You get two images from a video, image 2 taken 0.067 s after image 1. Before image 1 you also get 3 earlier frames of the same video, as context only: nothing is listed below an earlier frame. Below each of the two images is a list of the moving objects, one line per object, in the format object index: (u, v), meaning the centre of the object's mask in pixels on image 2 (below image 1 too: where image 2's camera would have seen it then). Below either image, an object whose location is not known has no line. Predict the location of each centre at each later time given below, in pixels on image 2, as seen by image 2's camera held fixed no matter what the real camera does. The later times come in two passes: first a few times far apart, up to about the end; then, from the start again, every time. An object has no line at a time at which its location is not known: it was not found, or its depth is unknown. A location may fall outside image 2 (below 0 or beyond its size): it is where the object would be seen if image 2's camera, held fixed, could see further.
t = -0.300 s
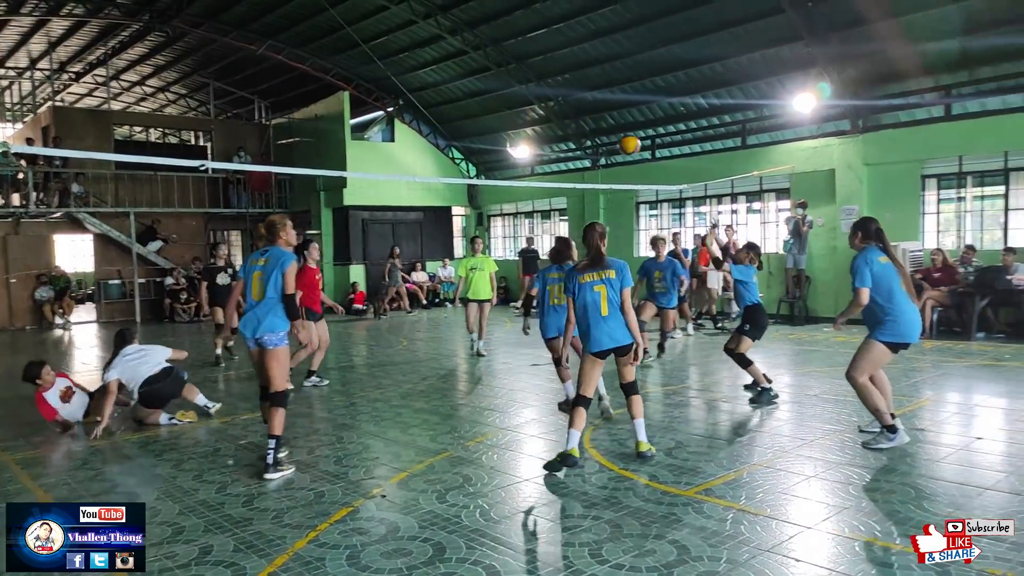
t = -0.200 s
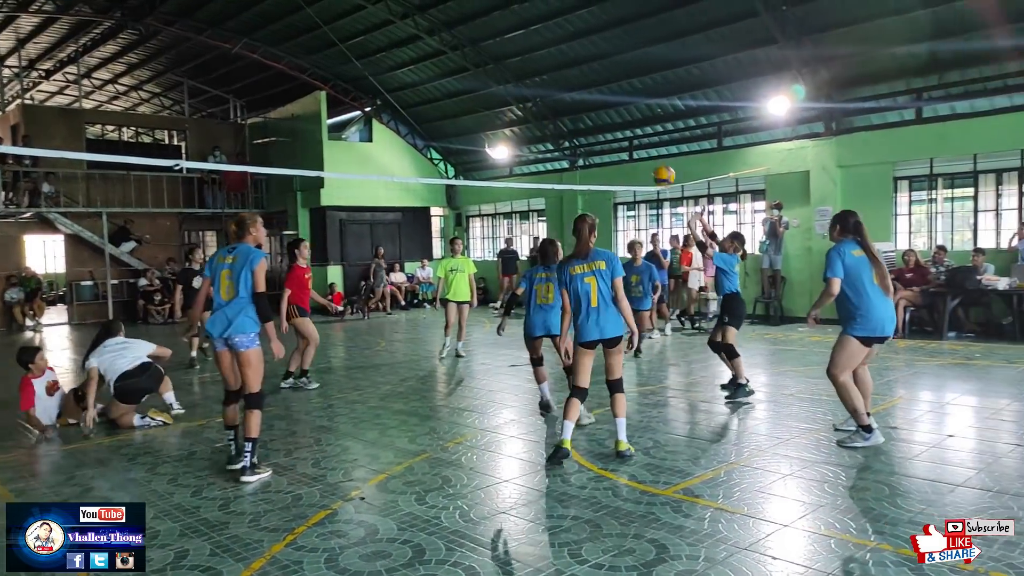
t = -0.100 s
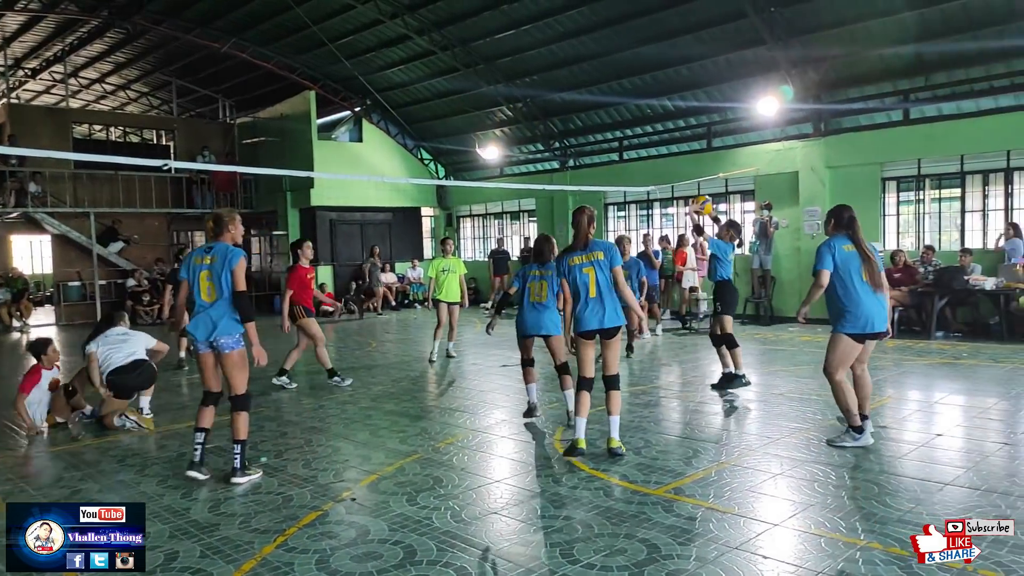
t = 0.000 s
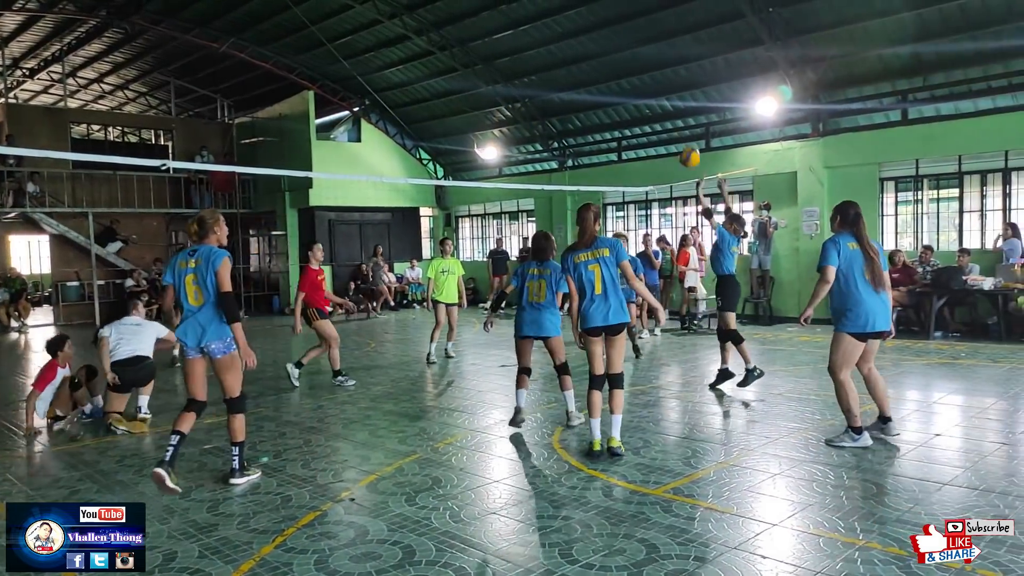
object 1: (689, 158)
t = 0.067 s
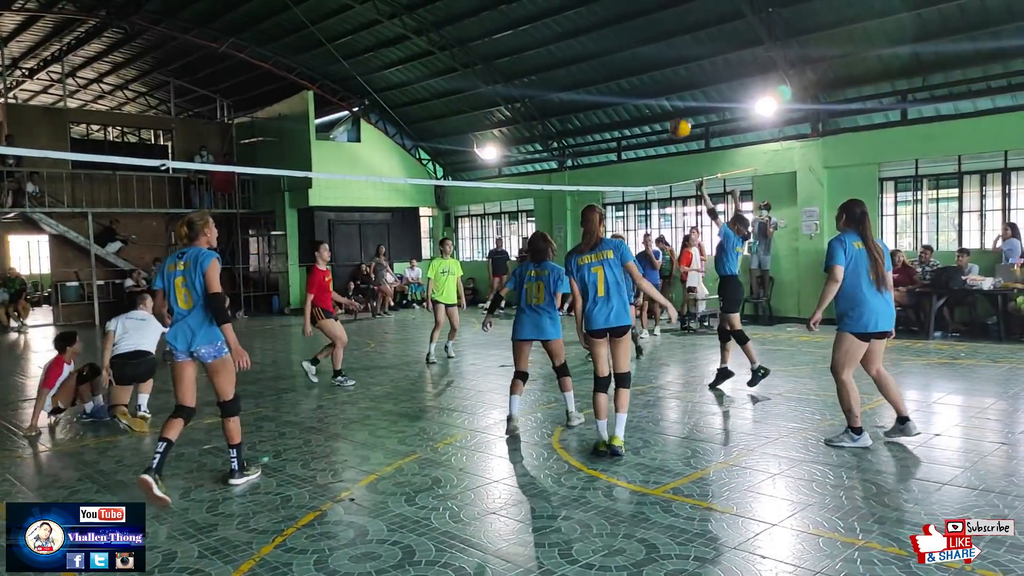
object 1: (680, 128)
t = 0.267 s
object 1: (656, 69)
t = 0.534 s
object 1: (628, 50)
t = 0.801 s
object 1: (605, 94)
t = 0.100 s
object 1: (678, 121)
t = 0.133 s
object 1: (672, 104)
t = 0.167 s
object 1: (668, 93)
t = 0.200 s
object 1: (663, 84)
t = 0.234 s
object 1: (660, 76)
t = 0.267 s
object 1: (656, 69)
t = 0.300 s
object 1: (652, 63)
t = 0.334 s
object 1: (648, 59)
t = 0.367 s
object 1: (645, 55)
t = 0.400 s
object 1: (641, 52)
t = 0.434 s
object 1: (638, 50)
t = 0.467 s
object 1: (635, 49)
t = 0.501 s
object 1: (632, 49)
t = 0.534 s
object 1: (628, 50)
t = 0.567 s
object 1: (626, 52)
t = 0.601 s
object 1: (623, 55)
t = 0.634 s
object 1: (618, 61)
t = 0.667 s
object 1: (615, 66)
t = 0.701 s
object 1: (612, 72)
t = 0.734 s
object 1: (610, 78)
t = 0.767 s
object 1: (607, 86)
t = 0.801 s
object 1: (605, 94)
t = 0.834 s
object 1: (602, 102)
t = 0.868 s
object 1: (600, 112)
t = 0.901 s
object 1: (598, 122)
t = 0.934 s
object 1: (596, 133)
